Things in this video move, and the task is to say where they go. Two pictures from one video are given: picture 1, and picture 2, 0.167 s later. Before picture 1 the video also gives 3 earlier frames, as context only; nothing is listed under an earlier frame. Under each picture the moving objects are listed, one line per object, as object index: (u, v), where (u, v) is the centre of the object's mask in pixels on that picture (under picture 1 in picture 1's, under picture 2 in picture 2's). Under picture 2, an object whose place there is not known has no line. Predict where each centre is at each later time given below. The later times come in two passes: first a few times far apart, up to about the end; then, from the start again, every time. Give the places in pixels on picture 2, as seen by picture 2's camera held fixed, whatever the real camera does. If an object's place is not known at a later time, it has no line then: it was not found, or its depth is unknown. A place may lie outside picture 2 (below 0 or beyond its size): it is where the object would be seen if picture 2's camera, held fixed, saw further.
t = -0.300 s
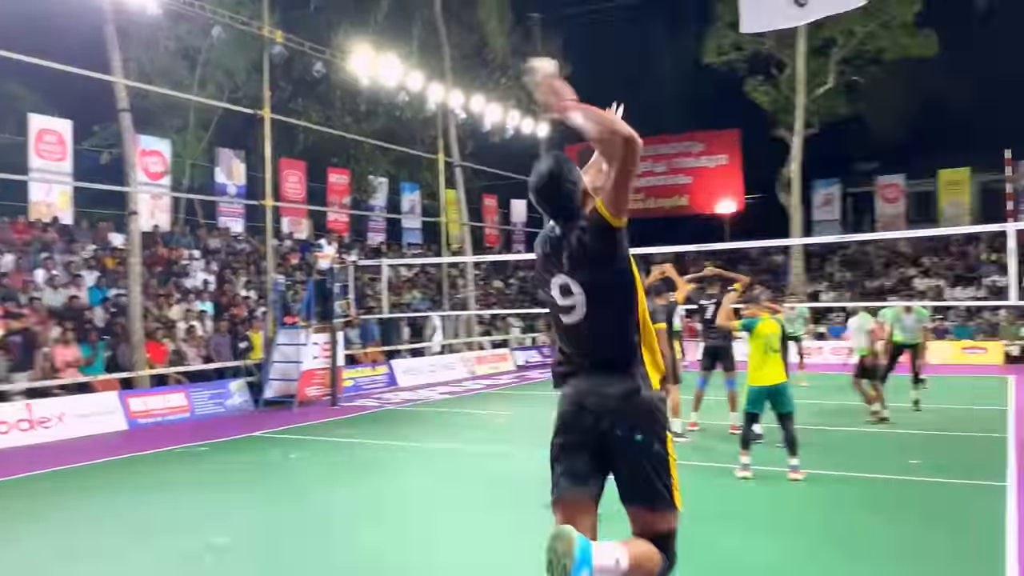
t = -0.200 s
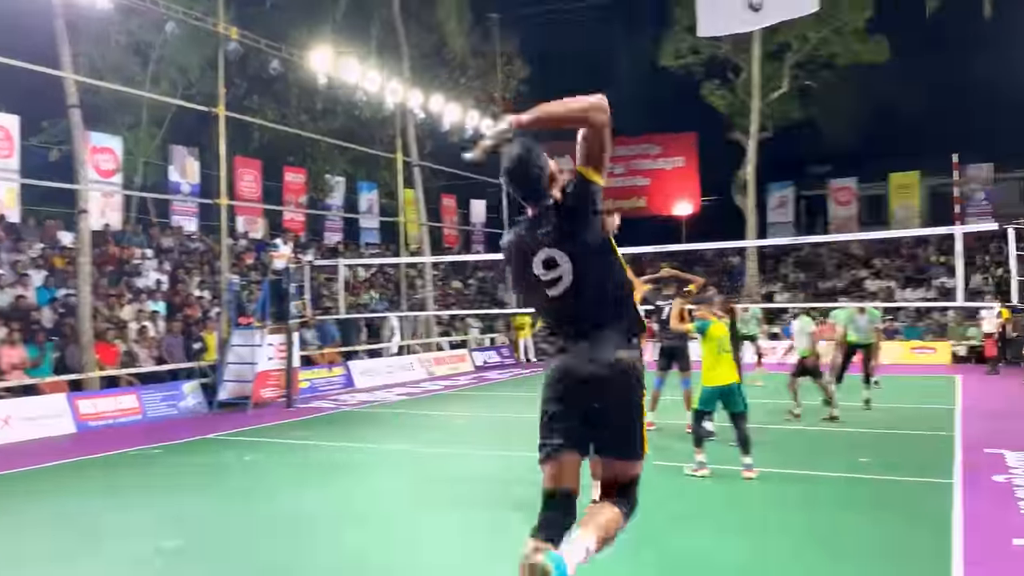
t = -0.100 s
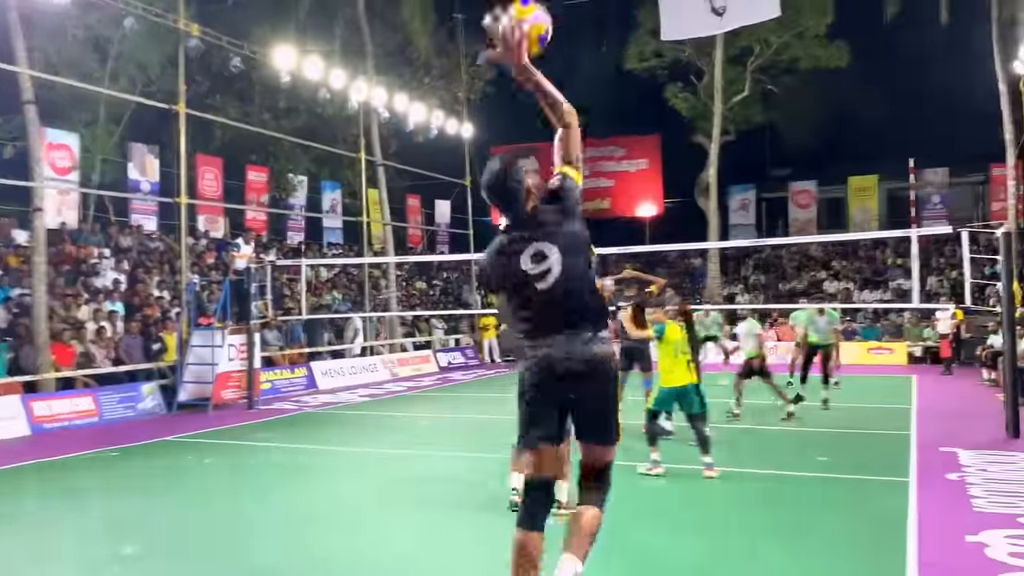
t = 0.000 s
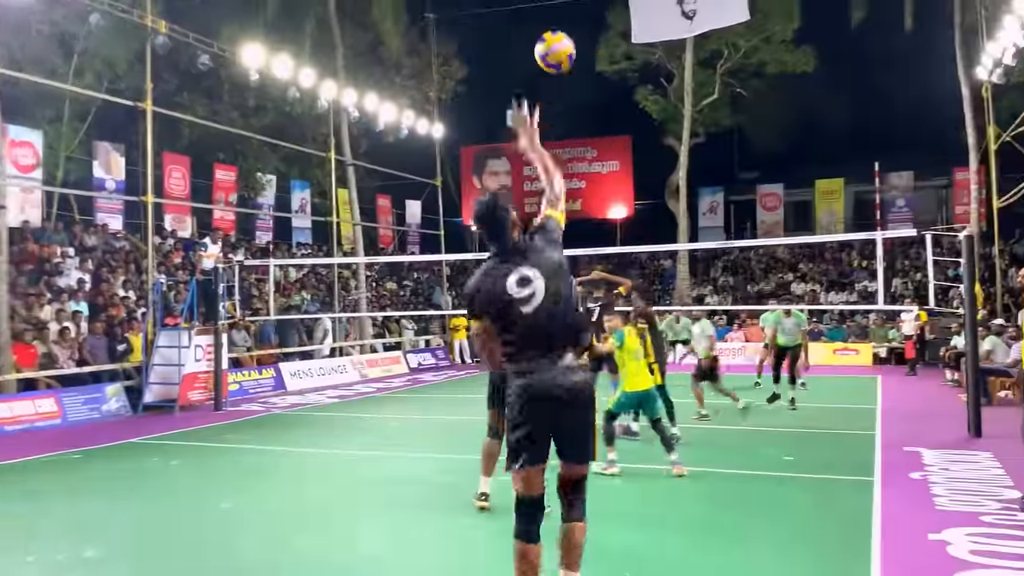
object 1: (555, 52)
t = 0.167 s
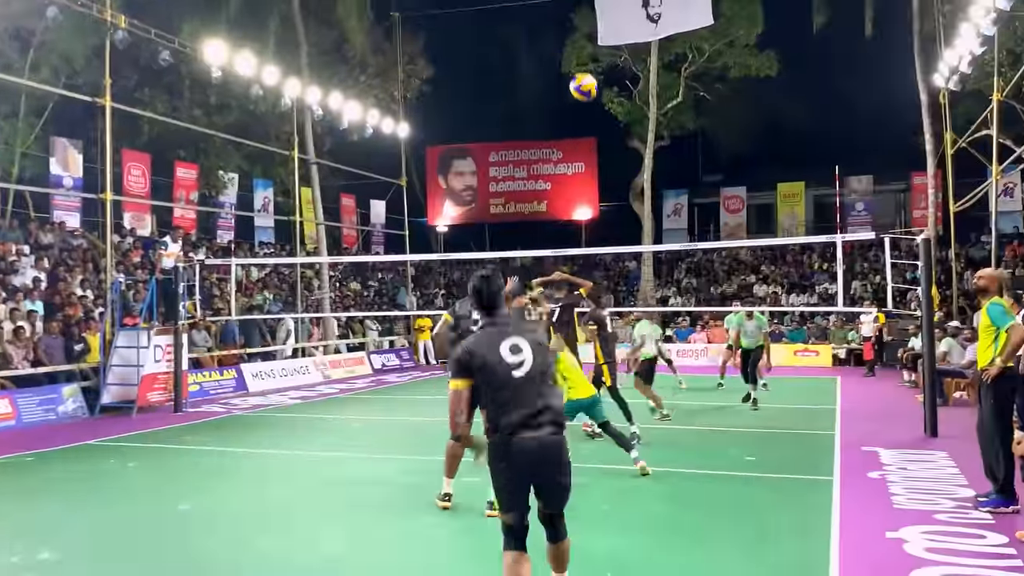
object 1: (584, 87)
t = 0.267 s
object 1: (603, 113)
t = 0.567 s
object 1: (632, 194)
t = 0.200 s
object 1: (592, 95)
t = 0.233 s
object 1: (598, 104)
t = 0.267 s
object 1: (603, 113)
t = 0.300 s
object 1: (607, 122)
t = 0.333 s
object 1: (611, 131)
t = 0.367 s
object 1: (615, 140)
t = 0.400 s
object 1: (618, 150)
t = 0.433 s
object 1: (621, 159)
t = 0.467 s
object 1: (624, 168)
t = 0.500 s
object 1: (627, 177)
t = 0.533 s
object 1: (630, 185)
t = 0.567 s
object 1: (632, 194)
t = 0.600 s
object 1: (635, 203)
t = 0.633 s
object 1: (636, 213)
